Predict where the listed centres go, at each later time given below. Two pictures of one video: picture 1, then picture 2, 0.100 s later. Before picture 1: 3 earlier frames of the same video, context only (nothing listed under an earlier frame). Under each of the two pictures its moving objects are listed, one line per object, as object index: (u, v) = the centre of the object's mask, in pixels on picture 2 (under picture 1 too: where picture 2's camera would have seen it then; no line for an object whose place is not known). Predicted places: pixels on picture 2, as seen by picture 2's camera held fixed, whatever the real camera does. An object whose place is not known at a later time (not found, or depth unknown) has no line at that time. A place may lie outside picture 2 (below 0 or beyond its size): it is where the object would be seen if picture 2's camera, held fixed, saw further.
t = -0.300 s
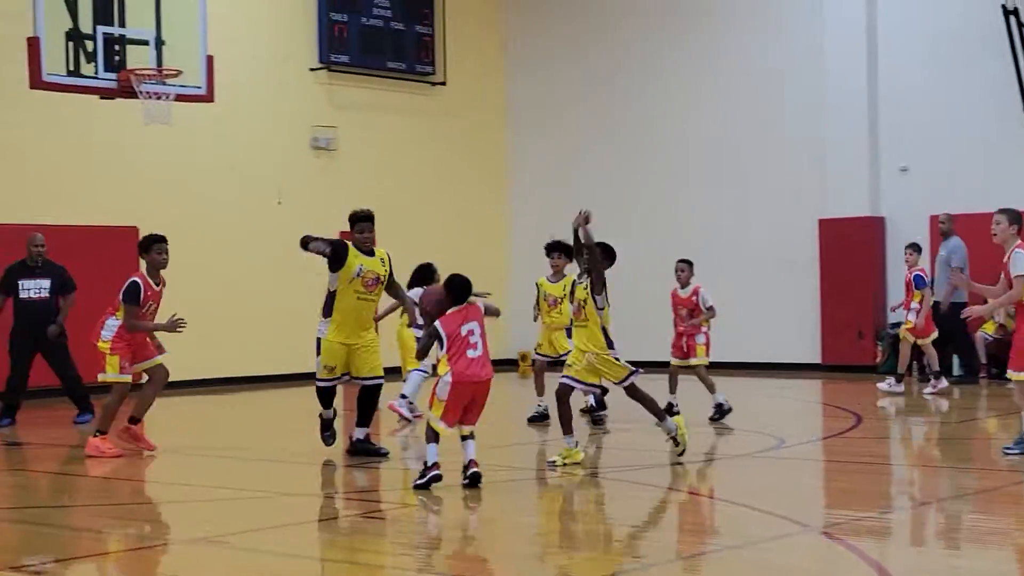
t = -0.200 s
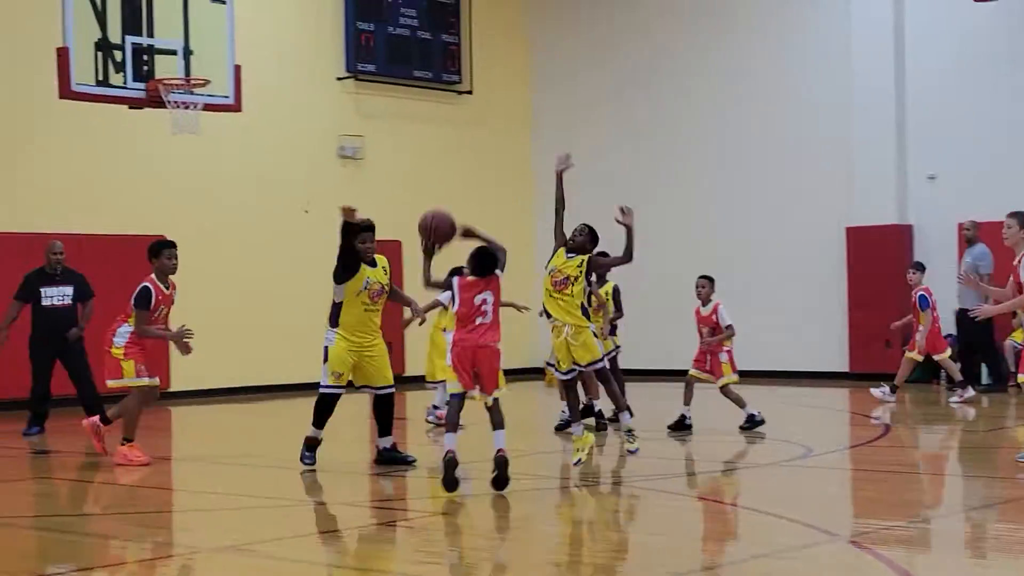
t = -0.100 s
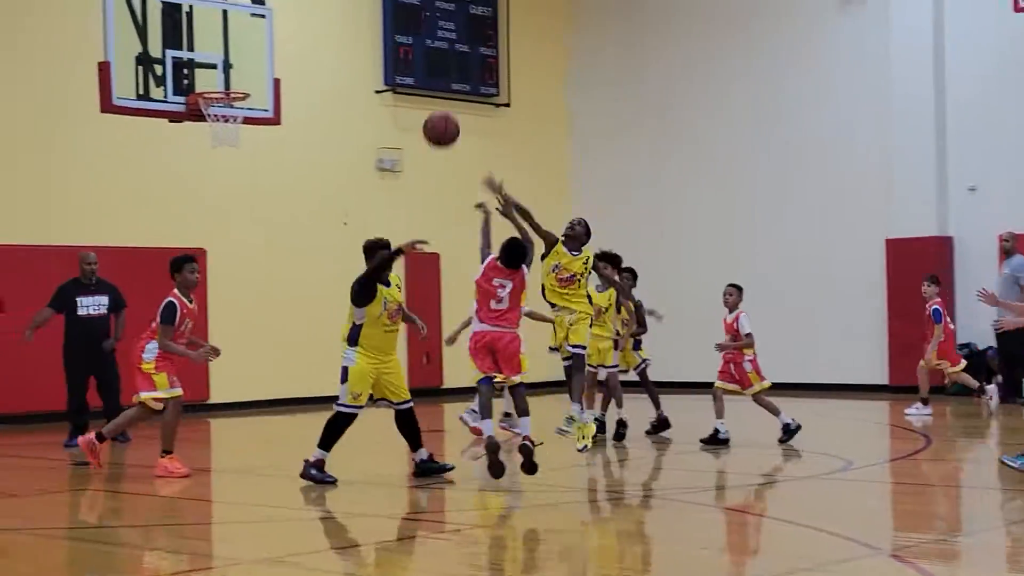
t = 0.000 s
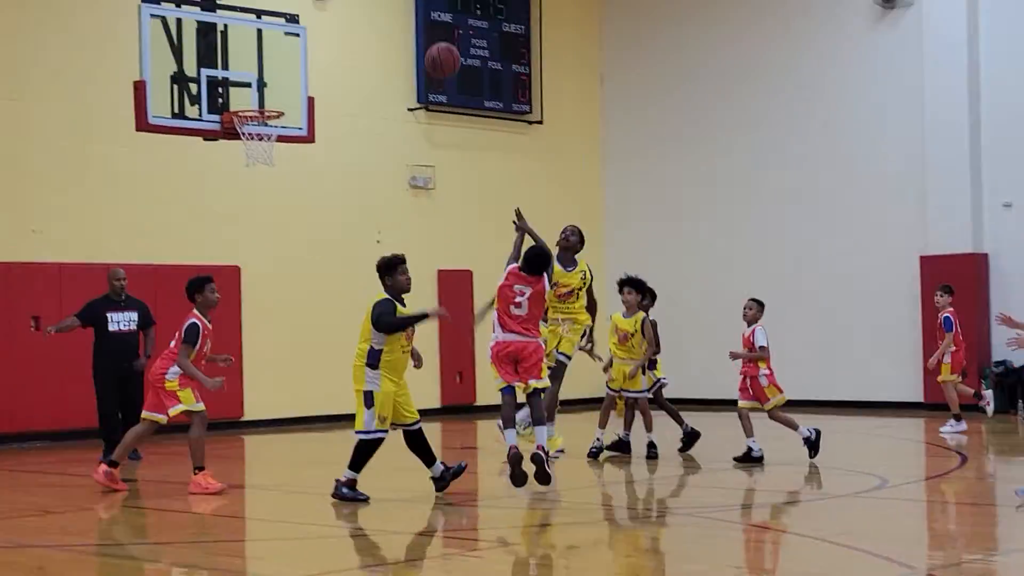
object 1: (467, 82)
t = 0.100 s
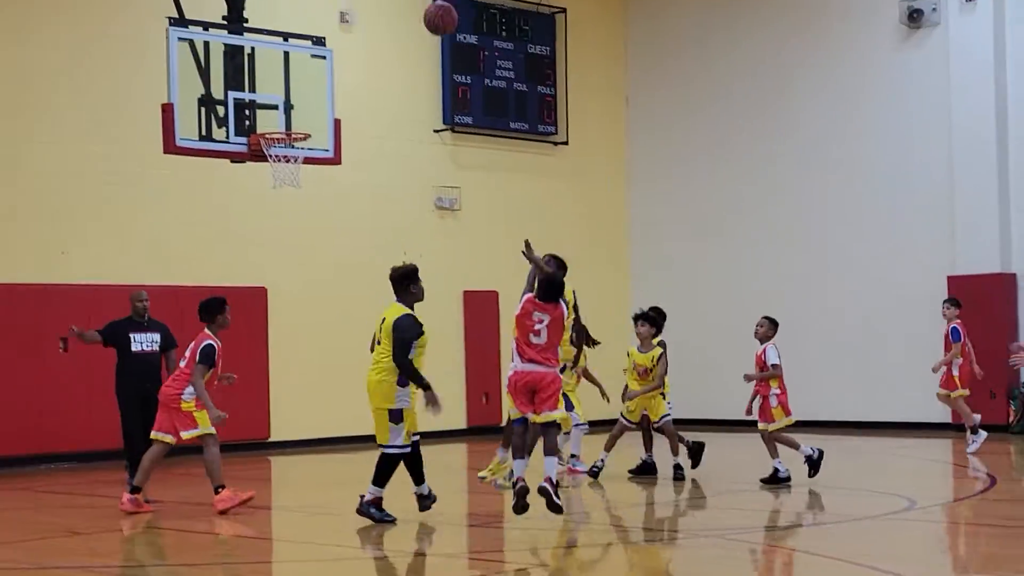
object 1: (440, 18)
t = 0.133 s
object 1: (432, 4)
